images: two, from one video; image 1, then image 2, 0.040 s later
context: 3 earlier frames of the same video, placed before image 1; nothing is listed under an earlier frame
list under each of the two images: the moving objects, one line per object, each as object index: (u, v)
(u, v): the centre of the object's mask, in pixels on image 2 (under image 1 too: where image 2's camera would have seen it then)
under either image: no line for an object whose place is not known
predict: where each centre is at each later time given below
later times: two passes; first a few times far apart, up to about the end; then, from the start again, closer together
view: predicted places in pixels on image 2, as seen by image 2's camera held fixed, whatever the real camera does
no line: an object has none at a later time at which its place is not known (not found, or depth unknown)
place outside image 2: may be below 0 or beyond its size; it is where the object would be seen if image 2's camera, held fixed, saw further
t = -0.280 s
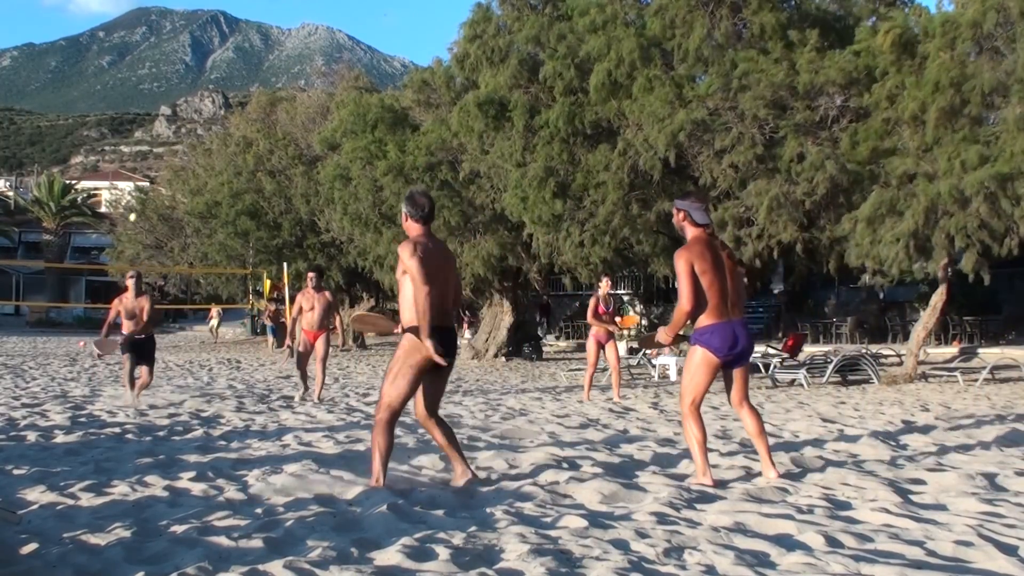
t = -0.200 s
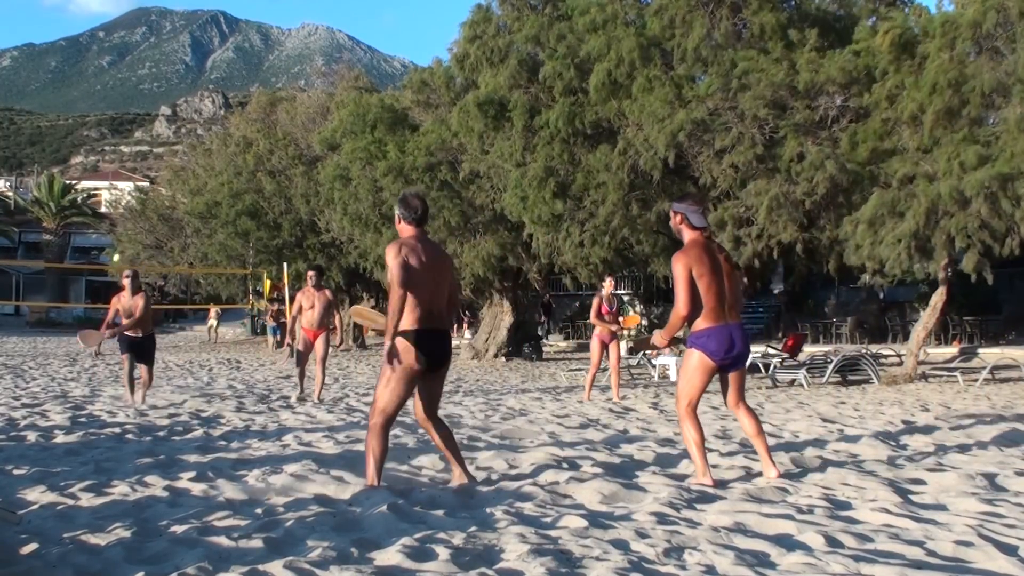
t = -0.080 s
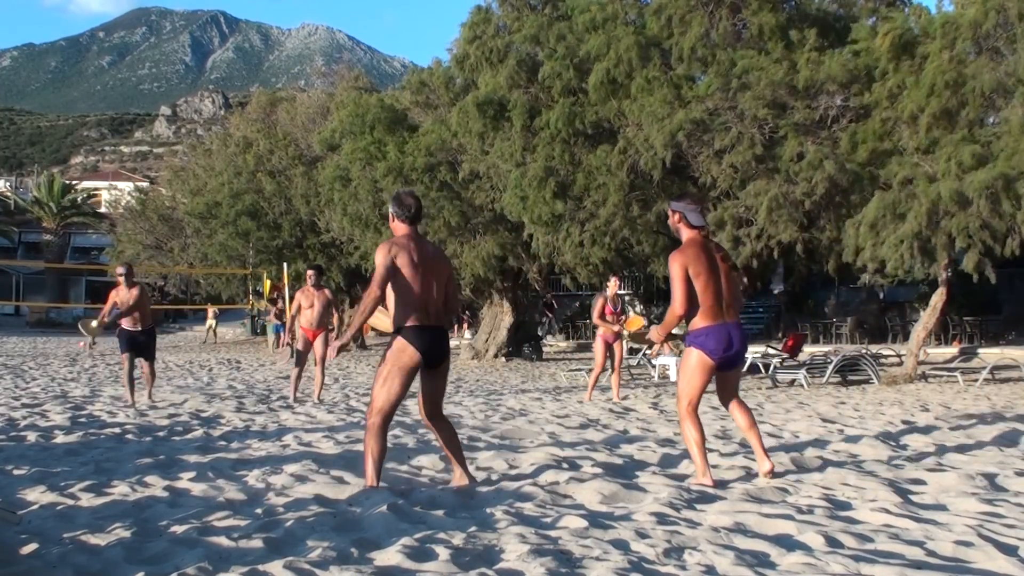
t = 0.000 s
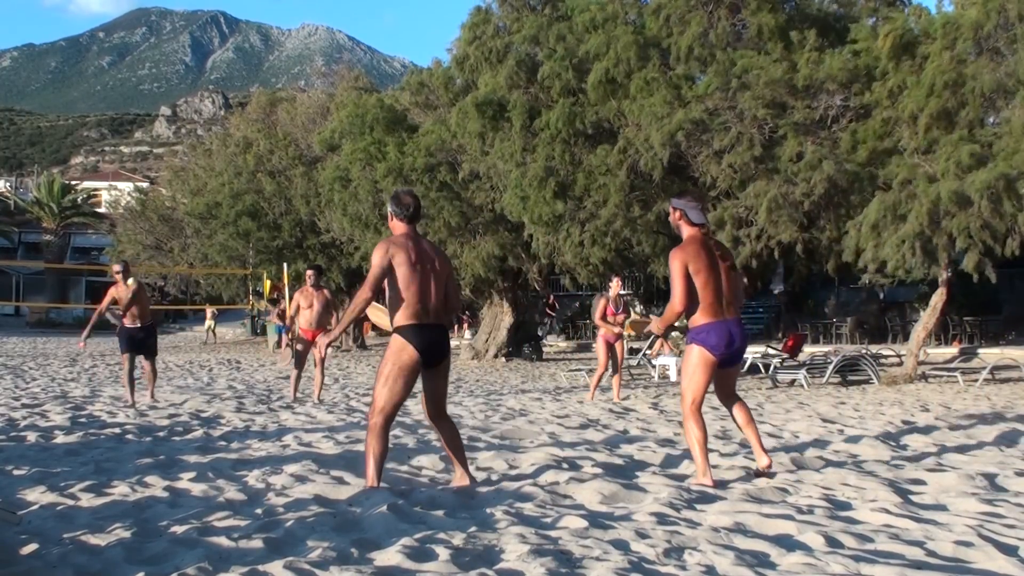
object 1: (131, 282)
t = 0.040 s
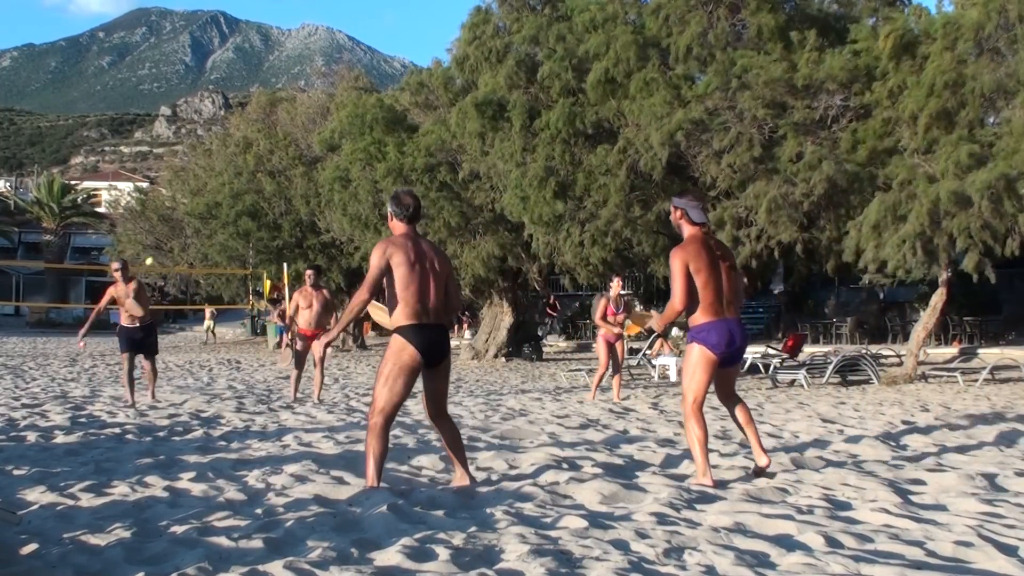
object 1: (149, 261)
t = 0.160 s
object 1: (210, 206)
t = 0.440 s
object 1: (376, 119)
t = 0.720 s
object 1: (593, 113)
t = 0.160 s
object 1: (210, 206)
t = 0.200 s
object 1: (231, 190)
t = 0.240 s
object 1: (253, 175)
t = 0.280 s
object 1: (276, 162)
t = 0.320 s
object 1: (300, 149)
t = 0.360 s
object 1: (324, 138)
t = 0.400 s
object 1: (350, 128)
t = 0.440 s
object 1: (376, 119)
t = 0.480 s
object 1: (403, 113)
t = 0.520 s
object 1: (432, 109)
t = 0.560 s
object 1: (462, 105)
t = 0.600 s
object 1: (493, 104)
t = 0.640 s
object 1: (525, 105)
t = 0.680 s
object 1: (558, 108)
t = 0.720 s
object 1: (593, 113)
